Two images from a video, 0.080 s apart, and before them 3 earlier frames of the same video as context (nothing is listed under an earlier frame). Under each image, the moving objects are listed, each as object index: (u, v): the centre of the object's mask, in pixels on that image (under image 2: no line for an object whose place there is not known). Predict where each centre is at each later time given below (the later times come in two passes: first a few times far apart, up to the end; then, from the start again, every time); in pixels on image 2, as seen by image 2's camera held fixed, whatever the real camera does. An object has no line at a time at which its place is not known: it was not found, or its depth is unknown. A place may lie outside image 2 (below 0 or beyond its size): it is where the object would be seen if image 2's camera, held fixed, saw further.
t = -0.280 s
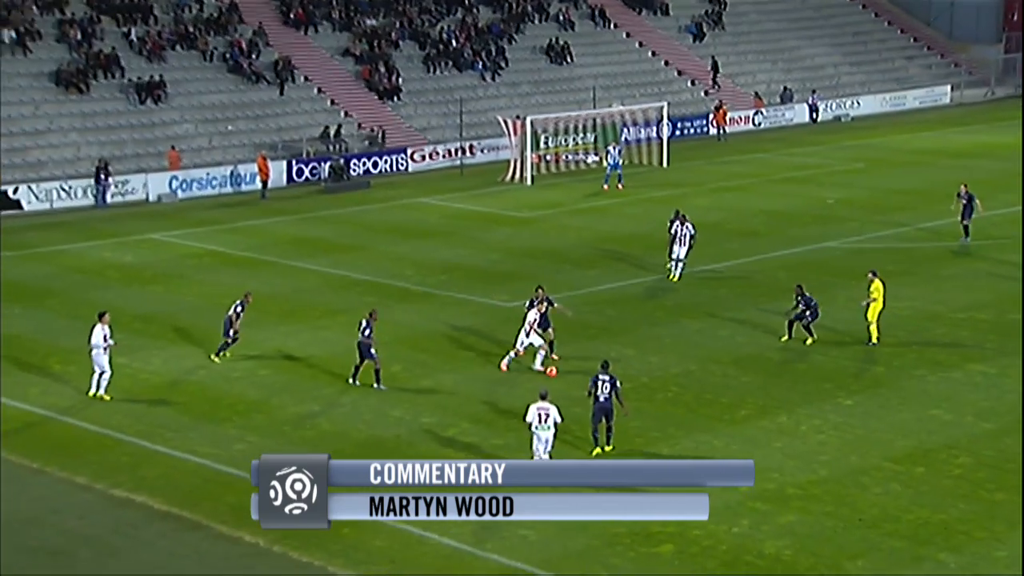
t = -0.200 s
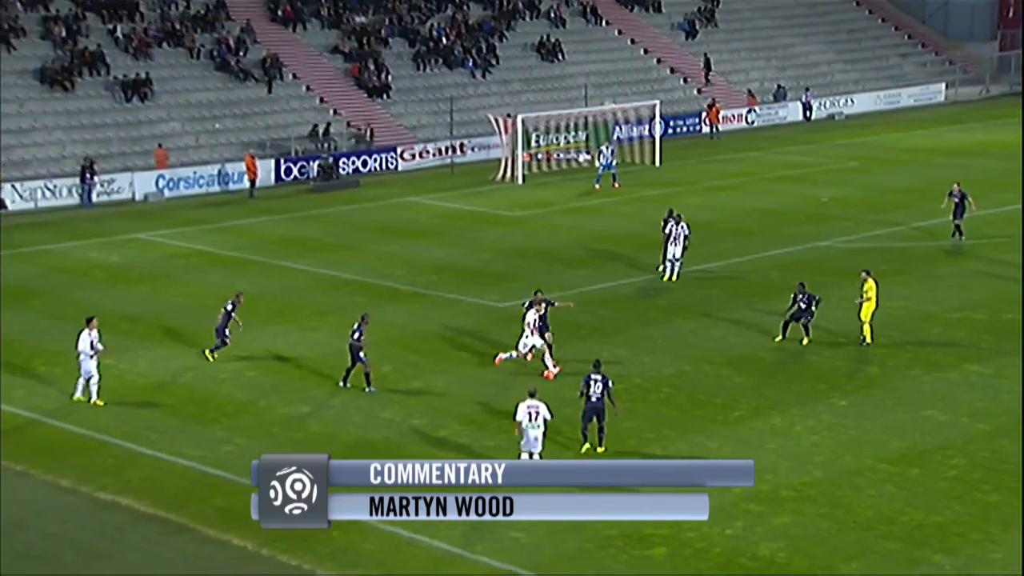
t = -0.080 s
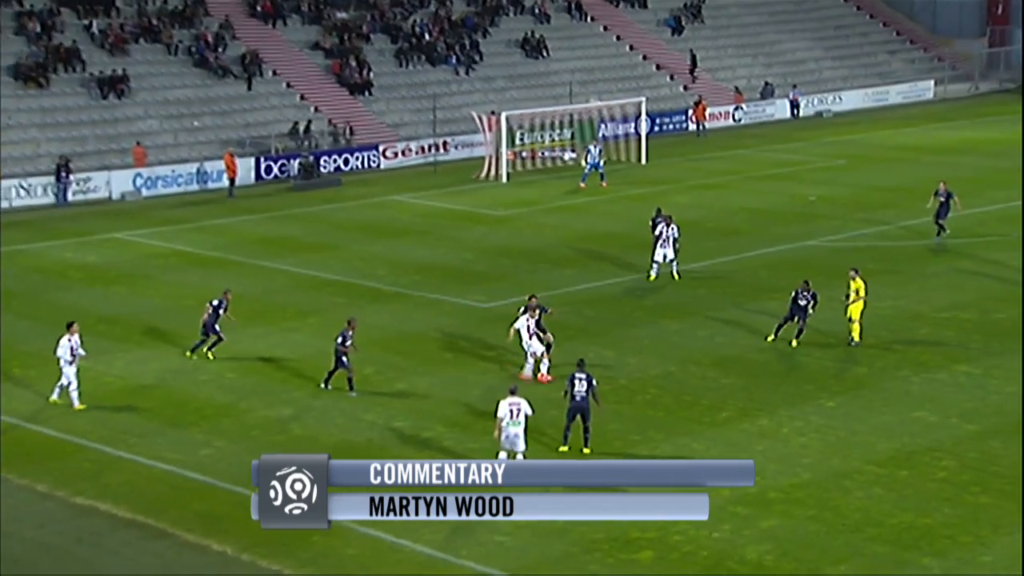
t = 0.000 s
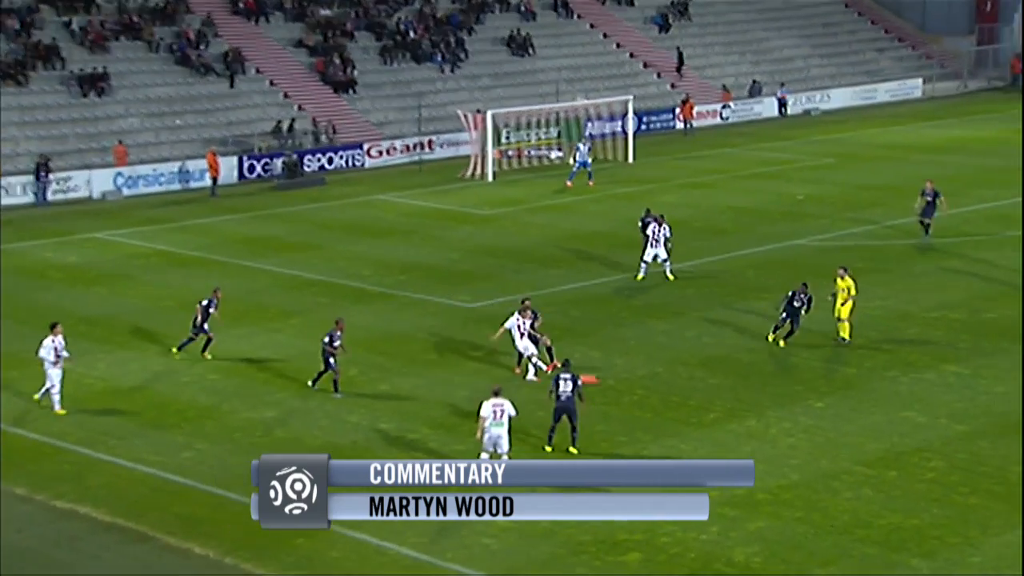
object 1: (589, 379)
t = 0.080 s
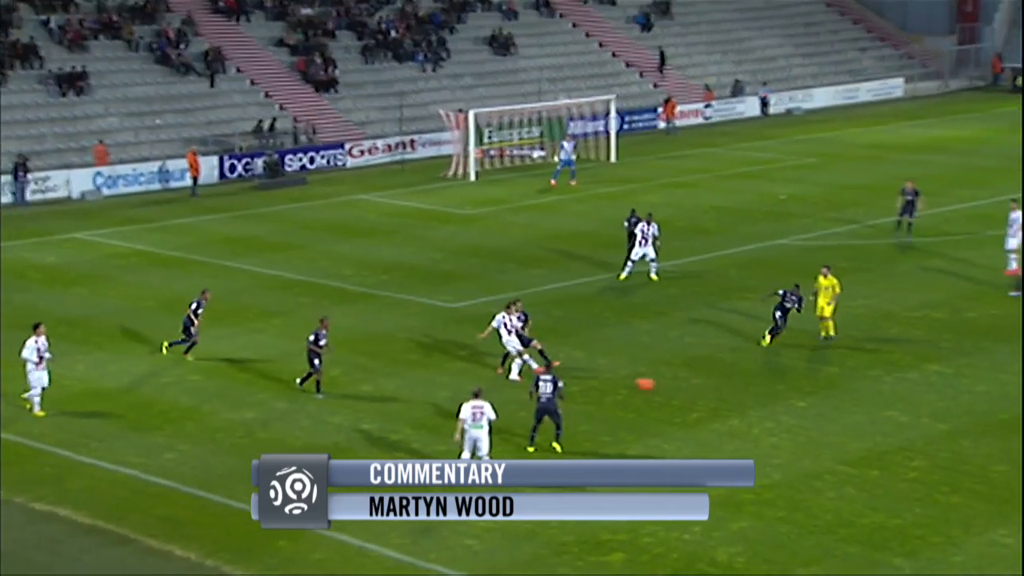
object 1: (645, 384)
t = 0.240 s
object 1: (788, 389)
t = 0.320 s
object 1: (859, 393)
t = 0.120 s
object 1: (681, 385)
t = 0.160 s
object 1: (717, 385)
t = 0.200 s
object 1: (753, 386)
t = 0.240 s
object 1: (788, 389)
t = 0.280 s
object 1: (825, 392)
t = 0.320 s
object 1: (859, 393)
